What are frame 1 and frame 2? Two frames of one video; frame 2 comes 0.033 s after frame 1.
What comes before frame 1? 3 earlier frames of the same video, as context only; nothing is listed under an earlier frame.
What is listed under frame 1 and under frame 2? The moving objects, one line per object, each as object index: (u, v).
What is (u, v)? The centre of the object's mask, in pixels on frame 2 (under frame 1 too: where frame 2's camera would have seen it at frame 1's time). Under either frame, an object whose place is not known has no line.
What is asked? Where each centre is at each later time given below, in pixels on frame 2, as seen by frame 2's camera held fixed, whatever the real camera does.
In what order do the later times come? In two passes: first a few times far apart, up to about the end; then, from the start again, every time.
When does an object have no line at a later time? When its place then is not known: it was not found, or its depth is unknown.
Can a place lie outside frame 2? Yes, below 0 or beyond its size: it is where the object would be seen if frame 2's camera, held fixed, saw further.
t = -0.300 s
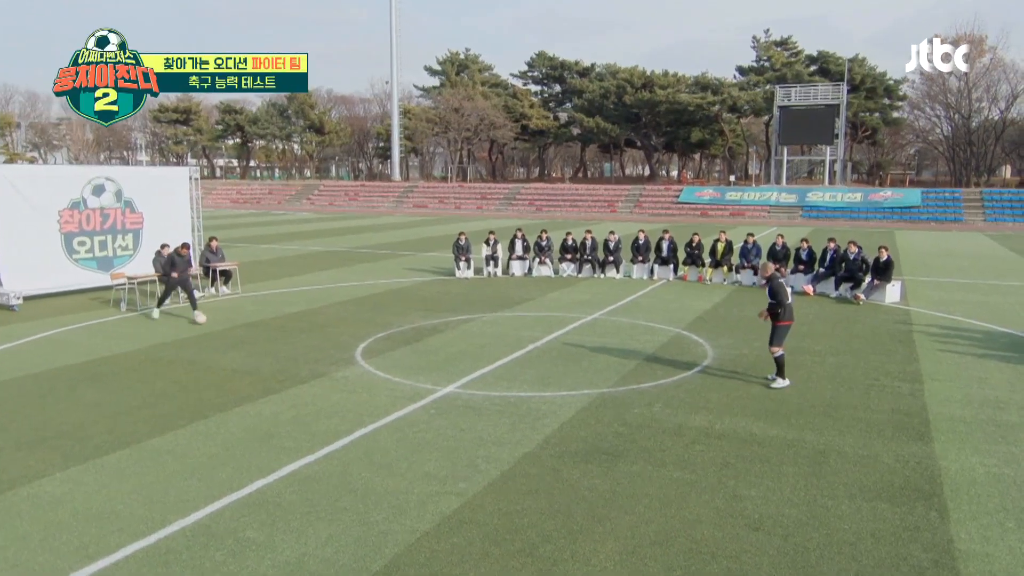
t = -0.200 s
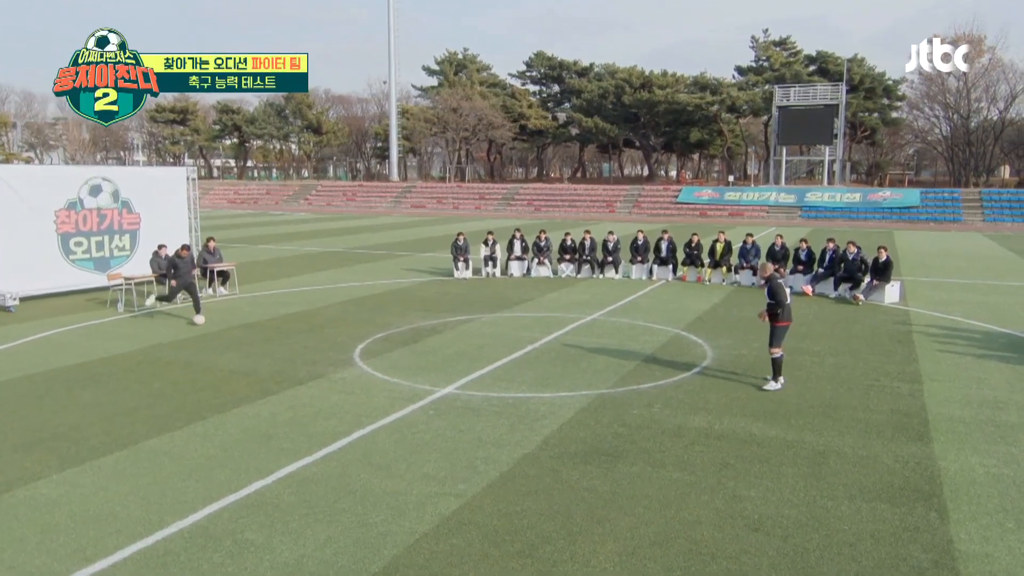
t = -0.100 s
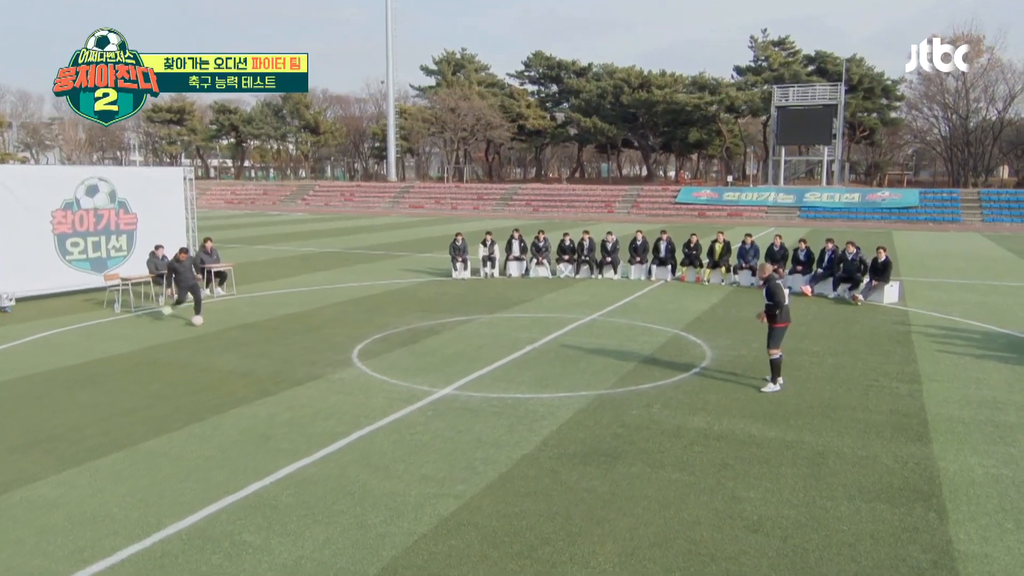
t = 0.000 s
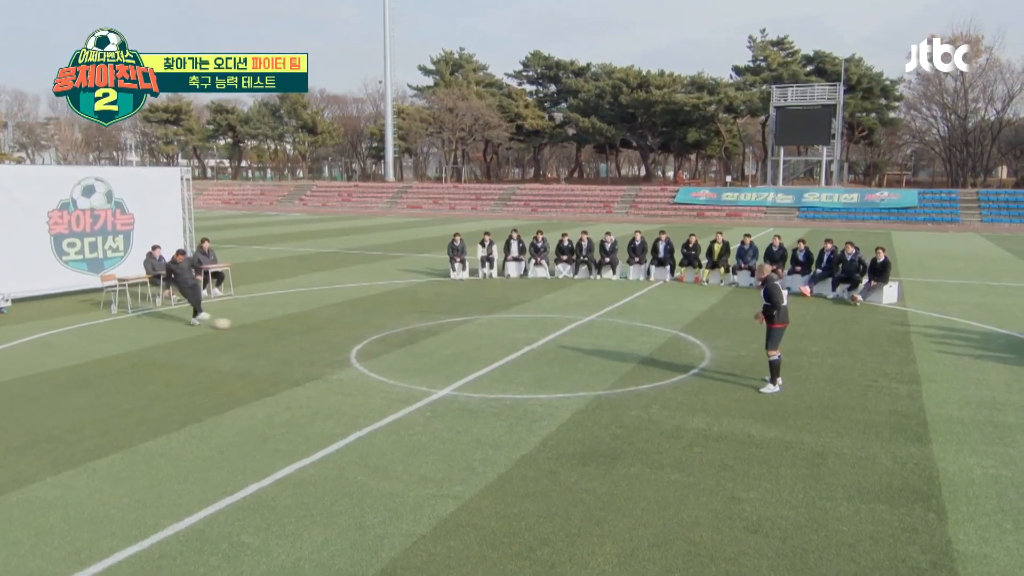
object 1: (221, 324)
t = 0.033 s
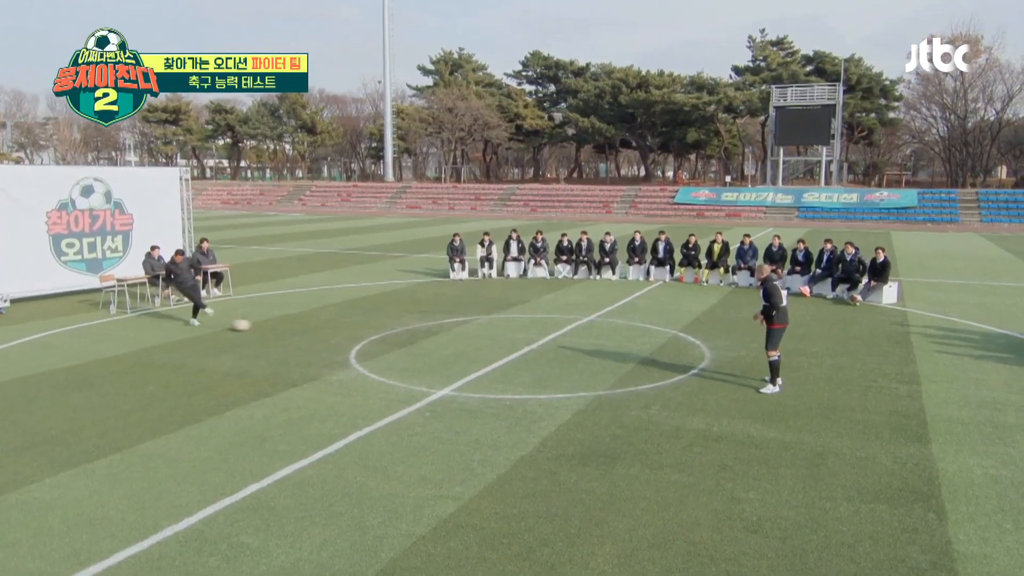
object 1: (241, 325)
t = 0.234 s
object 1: (369, 340)
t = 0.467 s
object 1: (524, 355)
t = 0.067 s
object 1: (262, 327)
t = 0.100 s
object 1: (284, 330)
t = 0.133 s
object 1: (305, 333)
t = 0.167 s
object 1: (326, 334)
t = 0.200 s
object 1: (348, 337)
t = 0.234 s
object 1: (369, 340)
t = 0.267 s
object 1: (392, 342)
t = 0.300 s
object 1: (413, 343)
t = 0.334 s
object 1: (435, 346)
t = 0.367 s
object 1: (457, 348)
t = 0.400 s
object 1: (479, 351)
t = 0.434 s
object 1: (501, 353)
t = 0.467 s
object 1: (524, 355)
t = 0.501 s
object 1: (545, 358)
